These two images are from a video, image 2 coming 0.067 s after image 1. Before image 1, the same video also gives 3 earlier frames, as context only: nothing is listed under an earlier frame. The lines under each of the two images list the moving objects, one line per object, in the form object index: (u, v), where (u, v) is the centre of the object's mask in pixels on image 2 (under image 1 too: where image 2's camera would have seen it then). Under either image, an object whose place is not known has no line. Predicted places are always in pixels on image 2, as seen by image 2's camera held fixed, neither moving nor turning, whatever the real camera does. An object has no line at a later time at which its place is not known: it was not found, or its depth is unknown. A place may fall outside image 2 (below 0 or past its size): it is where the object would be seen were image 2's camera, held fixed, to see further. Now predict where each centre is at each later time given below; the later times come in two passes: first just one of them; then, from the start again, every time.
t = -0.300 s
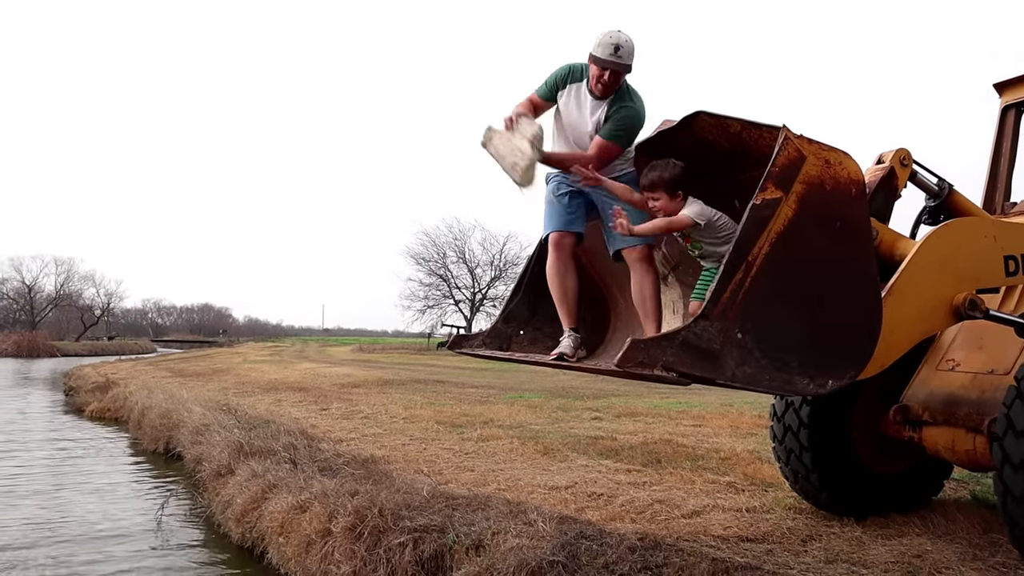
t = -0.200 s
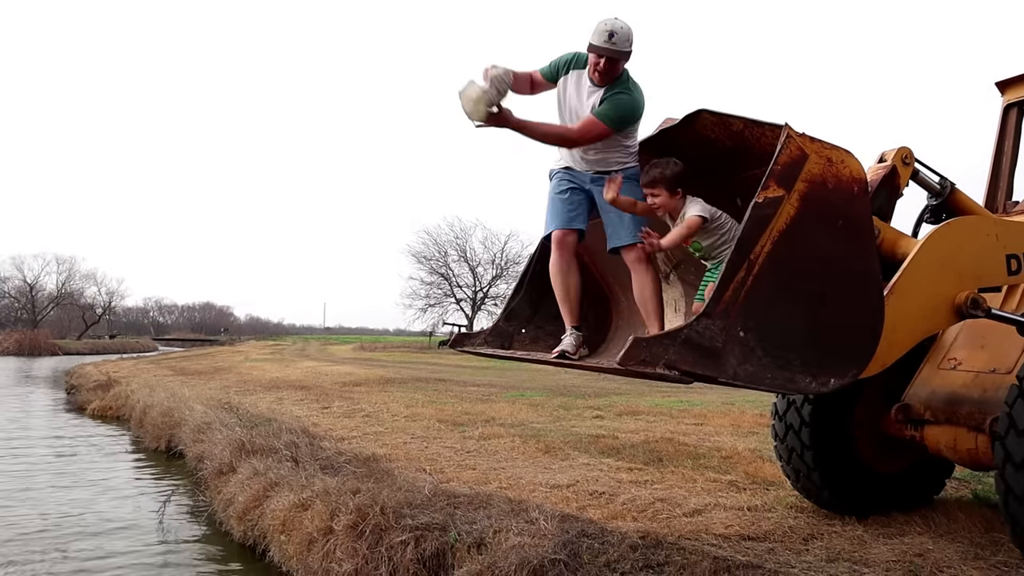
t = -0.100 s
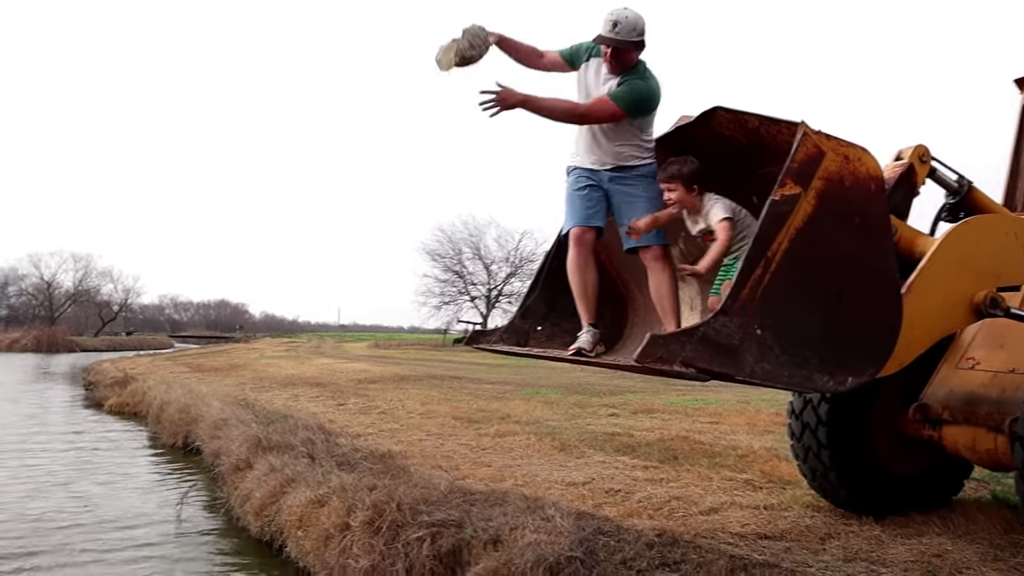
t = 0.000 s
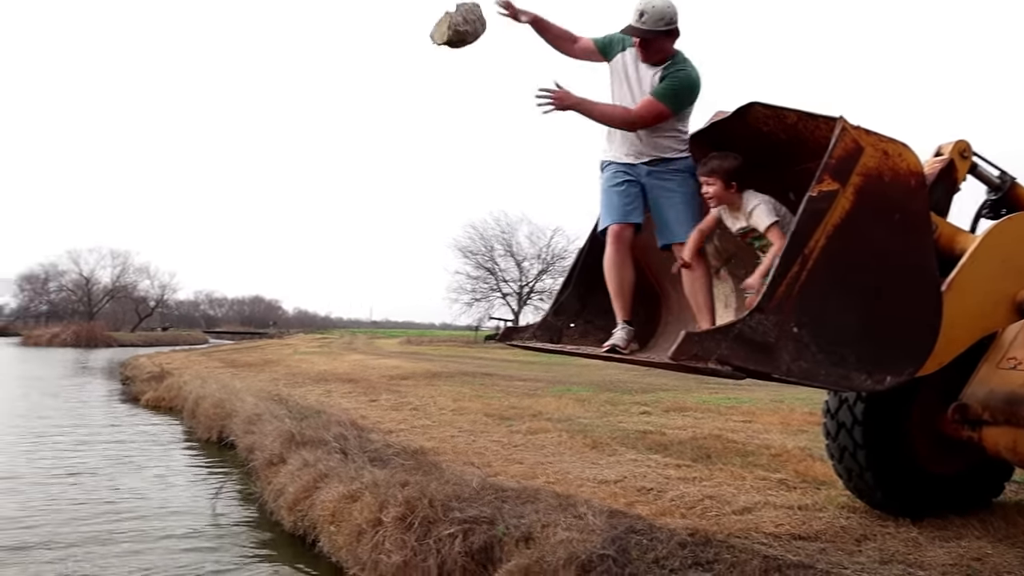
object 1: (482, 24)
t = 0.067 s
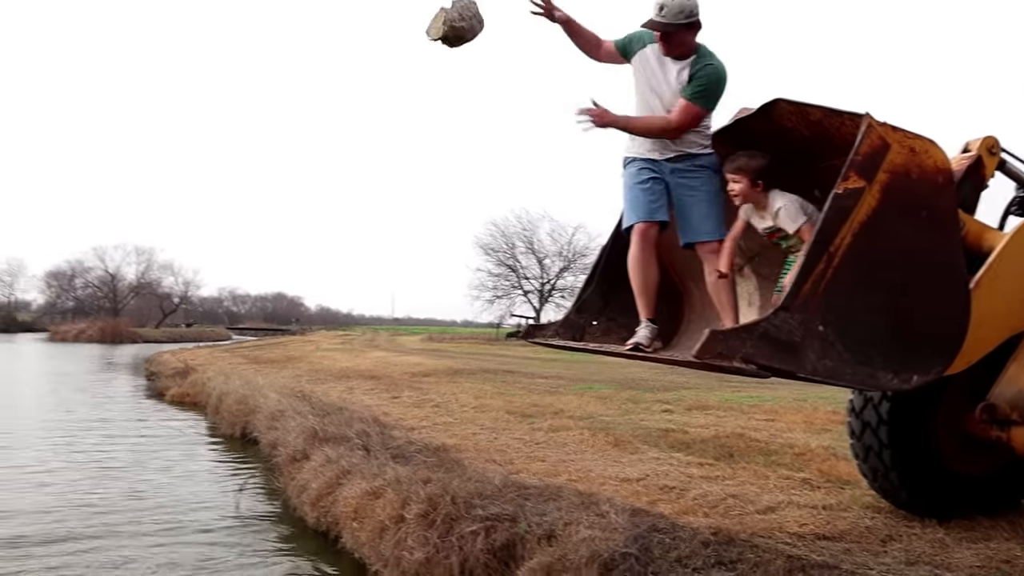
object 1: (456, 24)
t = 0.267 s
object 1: (382, 83)
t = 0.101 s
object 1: (444, 27)
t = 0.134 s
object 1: (431, 34)
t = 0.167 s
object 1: (419, 42)
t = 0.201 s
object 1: (407, 53)
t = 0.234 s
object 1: (394, 67)
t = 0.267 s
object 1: (382, 83)
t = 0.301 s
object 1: (370, 102)
